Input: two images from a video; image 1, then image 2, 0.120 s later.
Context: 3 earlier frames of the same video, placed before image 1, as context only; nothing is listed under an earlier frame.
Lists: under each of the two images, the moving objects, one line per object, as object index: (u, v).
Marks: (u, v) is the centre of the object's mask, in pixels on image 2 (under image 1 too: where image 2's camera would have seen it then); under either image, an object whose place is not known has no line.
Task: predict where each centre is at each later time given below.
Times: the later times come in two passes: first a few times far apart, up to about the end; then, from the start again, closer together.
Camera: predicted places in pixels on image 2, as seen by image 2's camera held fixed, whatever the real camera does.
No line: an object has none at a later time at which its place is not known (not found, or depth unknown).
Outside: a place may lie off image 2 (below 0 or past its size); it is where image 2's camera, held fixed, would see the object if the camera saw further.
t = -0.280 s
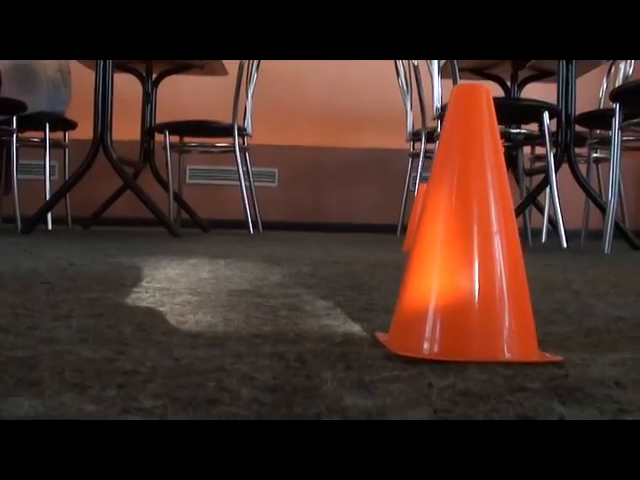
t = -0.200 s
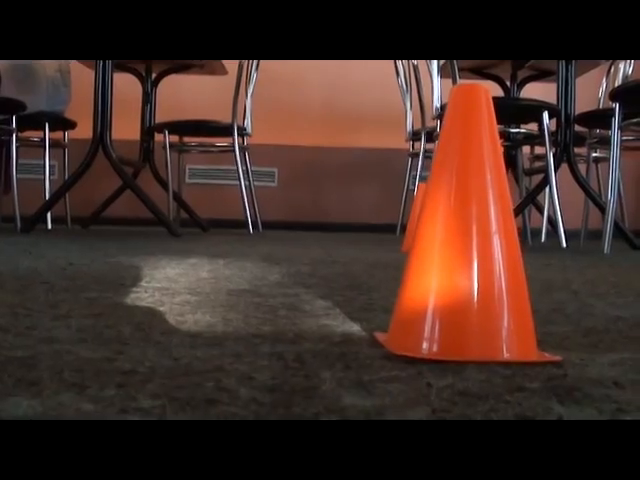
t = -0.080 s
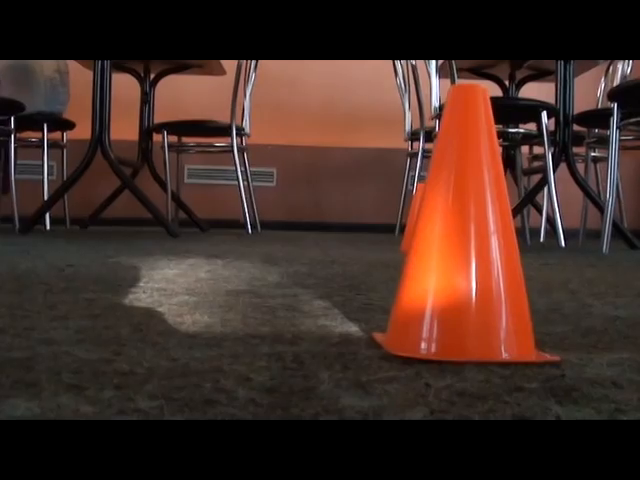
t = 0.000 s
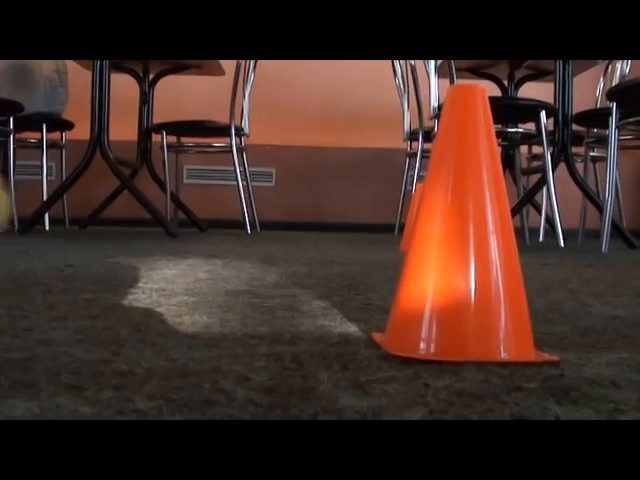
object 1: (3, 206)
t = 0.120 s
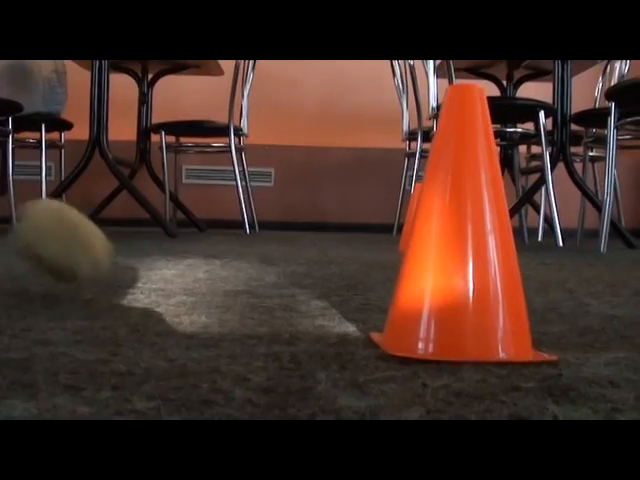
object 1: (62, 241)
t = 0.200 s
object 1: (157, 255)
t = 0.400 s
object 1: (329, 252)
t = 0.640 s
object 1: (257, 273)
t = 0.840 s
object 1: (243, 265)
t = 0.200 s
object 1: (157, 255)
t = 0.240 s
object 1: (196, 248)
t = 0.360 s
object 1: (350, 260)
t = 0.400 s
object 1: (329, 252)
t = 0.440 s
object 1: (311, 264)
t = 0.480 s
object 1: (301, 265)
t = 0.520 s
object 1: (292, 271)
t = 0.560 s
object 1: (280, 268)
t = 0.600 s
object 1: (269, 268)
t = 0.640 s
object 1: (257, 273)
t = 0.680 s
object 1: (247, 278)
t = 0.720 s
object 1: (244, 275)
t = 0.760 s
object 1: (244, 271)
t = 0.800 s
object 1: (244, 268)
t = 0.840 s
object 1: (243, 265)
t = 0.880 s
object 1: (242, 264)
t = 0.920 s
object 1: (238, 265)
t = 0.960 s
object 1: (235, 264)
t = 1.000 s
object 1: (232, 265)
